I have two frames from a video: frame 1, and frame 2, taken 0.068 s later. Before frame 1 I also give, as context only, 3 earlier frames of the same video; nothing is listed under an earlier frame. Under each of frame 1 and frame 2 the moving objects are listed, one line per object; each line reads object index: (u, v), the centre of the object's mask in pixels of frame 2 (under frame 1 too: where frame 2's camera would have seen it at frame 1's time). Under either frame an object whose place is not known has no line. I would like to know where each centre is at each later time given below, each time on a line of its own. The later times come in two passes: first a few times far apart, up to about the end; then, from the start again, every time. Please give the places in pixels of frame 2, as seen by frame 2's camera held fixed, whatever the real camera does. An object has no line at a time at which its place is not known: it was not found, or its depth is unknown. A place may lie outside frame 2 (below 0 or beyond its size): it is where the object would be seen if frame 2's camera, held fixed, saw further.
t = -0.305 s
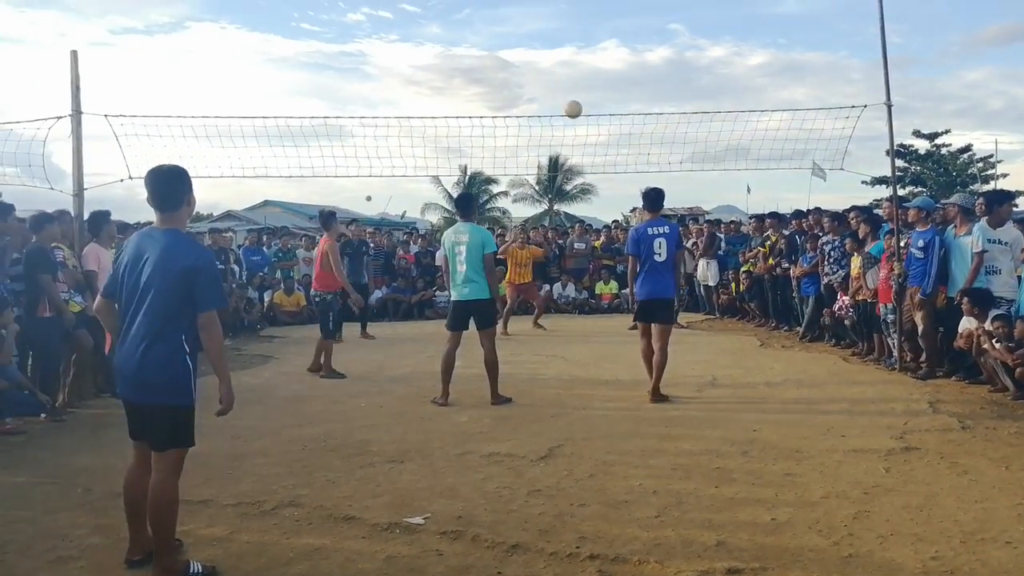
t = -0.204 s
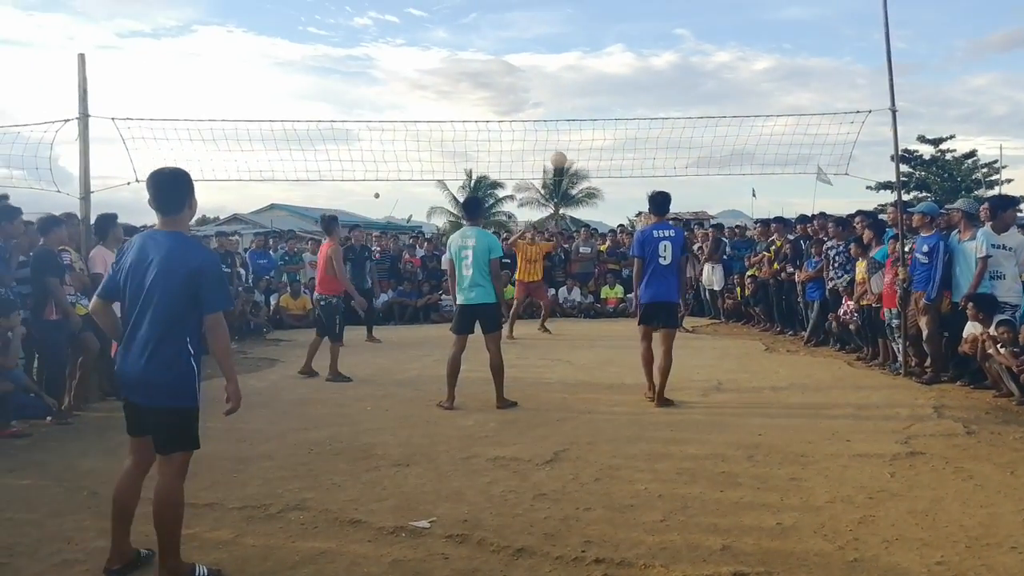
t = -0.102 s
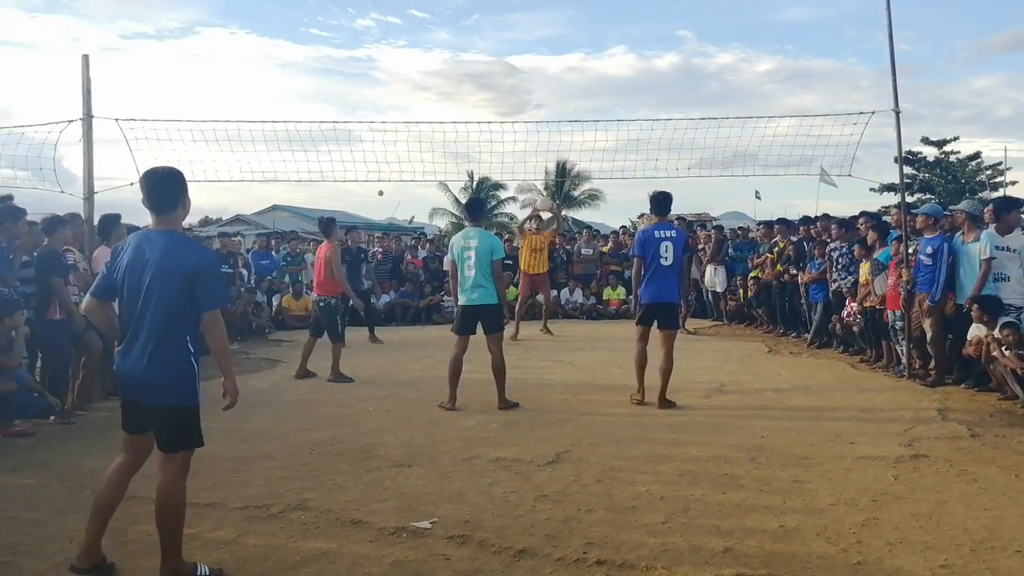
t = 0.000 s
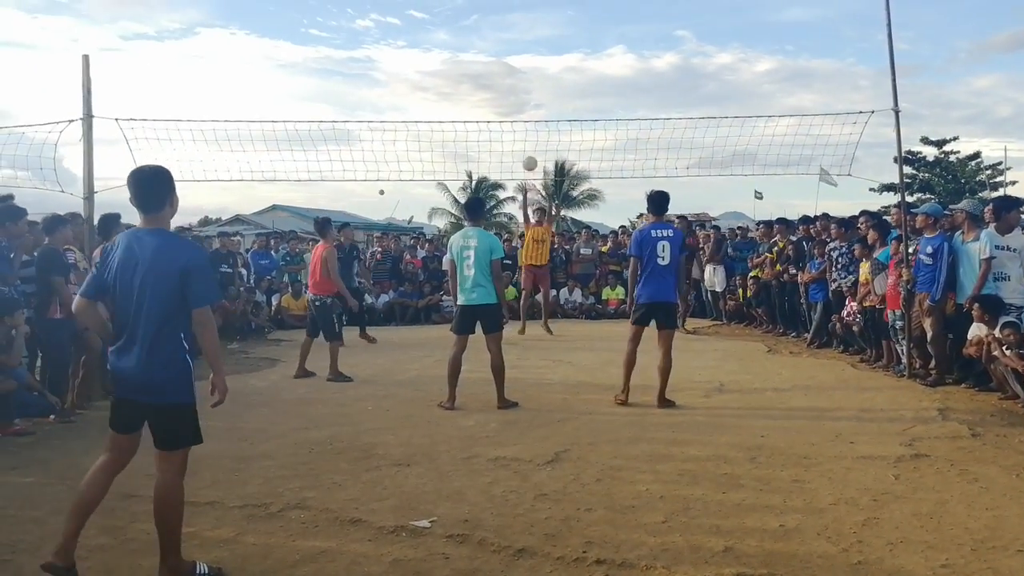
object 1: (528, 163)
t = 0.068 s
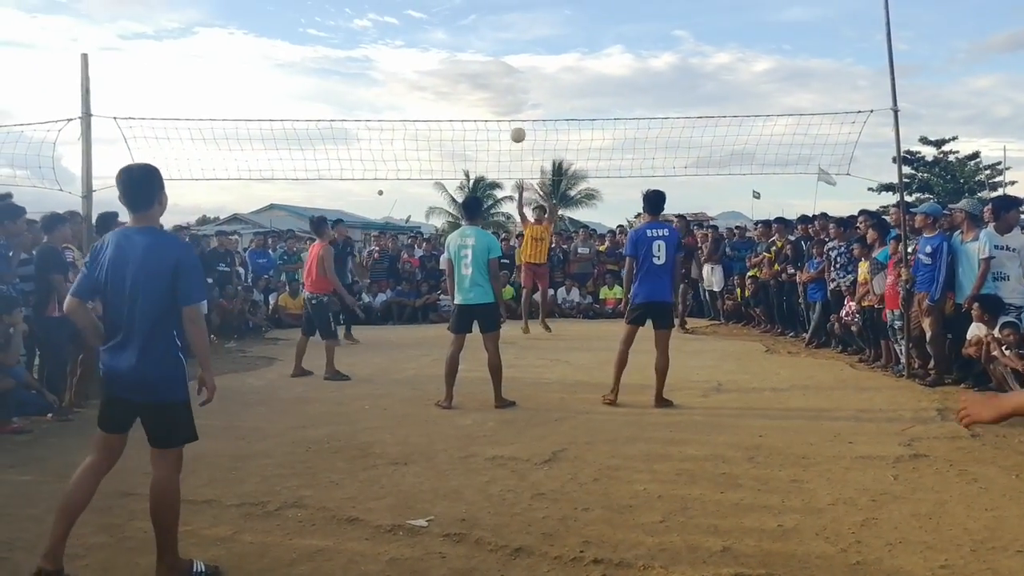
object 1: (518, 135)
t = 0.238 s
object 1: (493, 78)
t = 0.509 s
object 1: (452, 27)
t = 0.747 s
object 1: (412, 31)
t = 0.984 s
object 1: (367, 93)
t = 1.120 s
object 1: (340, 158)
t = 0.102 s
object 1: (513, 122)
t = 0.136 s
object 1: (508, 110)
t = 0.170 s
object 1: (503, 99)
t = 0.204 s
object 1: (498, 88)
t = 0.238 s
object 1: (493, 78)
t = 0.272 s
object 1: (488, 69)
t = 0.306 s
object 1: (483, 60)
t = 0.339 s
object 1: (478, 52)
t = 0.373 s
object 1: (474, 46)
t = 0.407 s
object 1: (468, 40)
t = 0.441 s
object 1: (463, 35)
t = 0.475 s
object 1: (458, 30)
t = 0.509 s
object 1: (452, 27)
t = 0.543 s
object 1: (447, 25)
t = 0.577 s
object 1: (441, 23)
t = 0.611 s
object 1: (436, 23)
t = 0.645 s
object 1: (430, 23)
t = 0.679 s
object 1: (424, 25)
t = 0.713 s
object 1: (418, 27)
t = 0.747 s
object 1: (412, 31)
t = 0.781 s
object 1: (406, 36)
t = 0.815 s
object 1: (399, 42)
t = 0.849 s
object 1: (393, 50)
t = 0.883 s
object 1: (387, 59)
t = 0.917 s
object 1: (380, 69)
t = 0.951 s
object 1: (374, 81)
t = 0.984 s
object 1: (367, 93)
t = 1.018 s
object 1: (361, 108)
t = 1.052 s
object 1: (354, 123)
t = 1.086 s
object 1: (347, 140)
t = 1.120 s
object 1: (340, 158)
